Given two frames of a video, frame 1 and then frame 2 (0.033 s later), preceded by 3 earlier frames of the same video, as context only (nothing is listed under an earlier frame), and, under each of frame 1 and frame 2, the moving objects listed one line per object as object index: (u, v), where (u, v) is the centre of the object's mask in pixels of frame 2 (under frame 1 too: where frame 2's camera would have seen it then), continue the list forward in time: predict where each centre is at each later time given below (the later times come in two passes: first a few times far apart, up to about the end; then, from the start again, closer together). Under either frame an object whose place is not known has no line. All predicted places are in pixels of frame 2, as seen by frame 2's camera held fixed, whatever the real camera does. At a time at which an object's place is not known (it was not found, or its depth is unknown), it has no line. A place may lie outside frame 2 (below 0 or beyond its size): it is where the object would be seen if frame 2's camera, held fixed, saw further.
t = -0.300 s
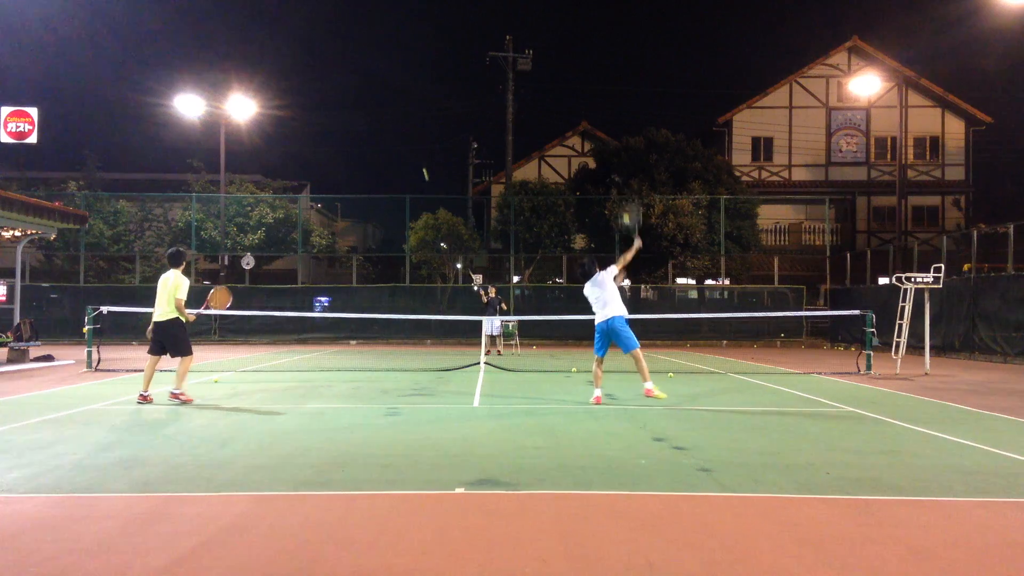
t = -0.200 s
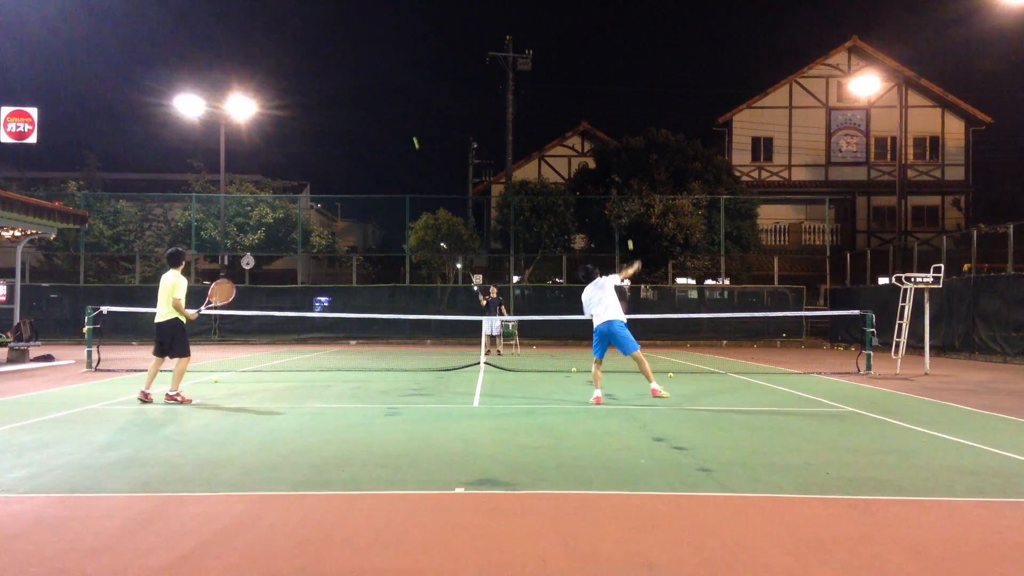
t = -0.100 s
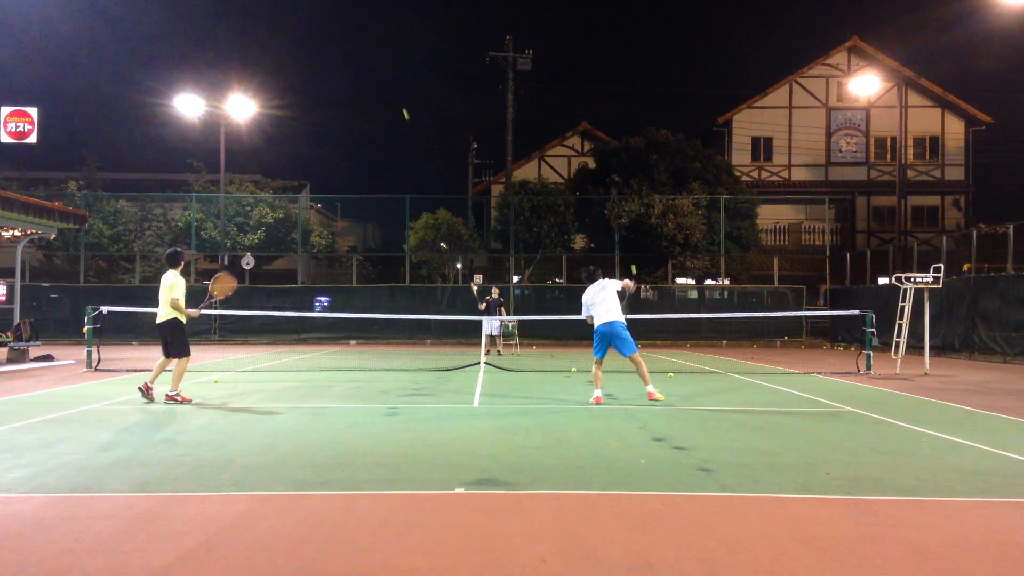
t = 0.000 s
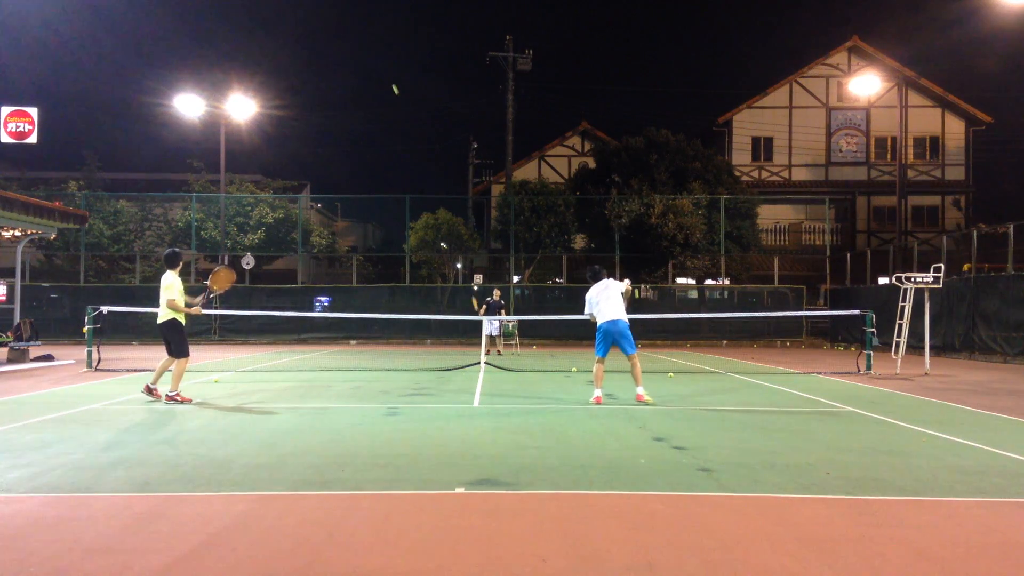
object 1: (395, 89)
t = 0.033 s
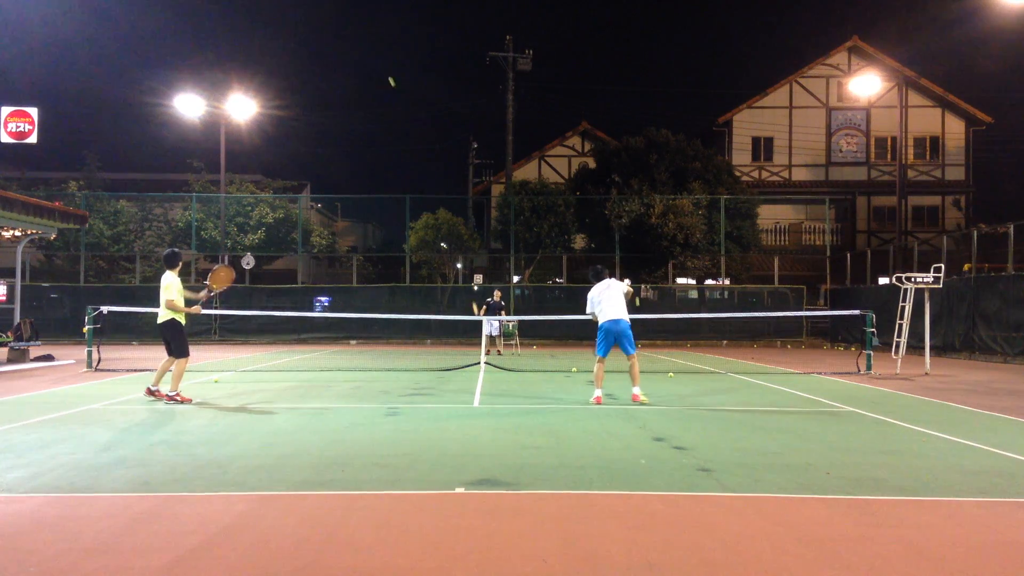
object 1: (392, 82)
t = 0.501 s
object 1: (331, 32)
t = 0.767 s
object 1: (288, 66)
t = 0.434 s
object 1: (341, 31)
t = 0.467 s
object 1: (336, 31)
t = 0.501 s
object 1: (331, 32)
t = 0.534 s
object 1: (326, 33)
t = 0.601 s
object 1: (316, 38)
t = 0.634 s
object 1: (310, 42)
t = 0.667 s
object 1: (305, 47)
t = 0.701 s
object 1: (300, 52)
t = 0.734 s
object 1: (294, 59)
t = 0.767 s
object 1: (288, 66)
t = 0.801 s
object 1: (283, 75)
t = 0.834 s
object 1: (276, 85)
